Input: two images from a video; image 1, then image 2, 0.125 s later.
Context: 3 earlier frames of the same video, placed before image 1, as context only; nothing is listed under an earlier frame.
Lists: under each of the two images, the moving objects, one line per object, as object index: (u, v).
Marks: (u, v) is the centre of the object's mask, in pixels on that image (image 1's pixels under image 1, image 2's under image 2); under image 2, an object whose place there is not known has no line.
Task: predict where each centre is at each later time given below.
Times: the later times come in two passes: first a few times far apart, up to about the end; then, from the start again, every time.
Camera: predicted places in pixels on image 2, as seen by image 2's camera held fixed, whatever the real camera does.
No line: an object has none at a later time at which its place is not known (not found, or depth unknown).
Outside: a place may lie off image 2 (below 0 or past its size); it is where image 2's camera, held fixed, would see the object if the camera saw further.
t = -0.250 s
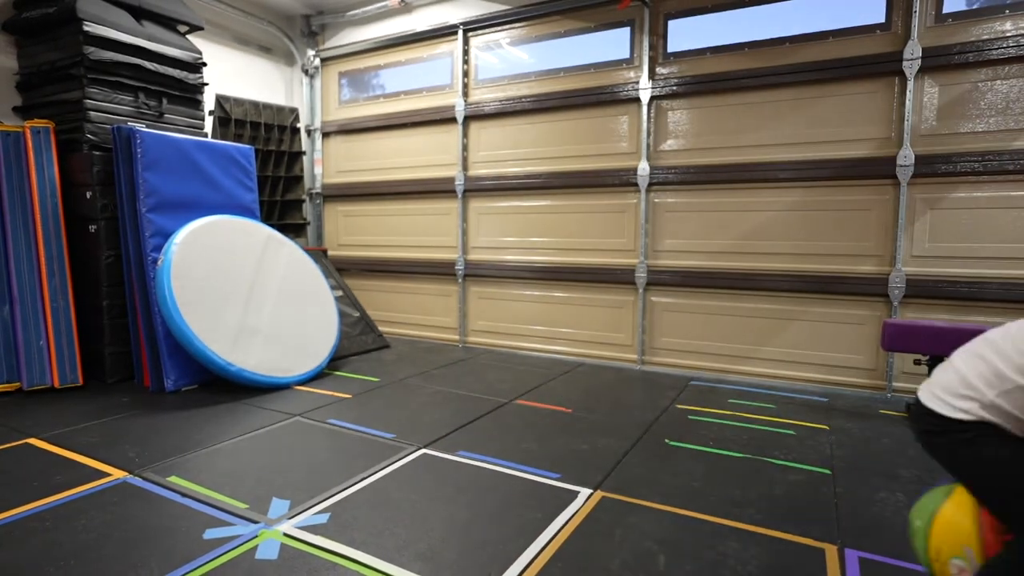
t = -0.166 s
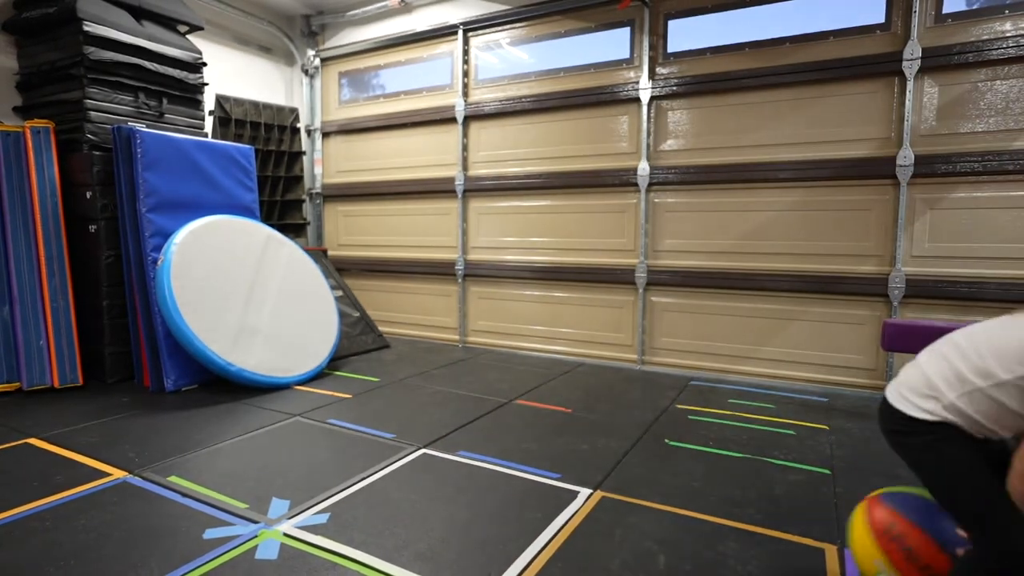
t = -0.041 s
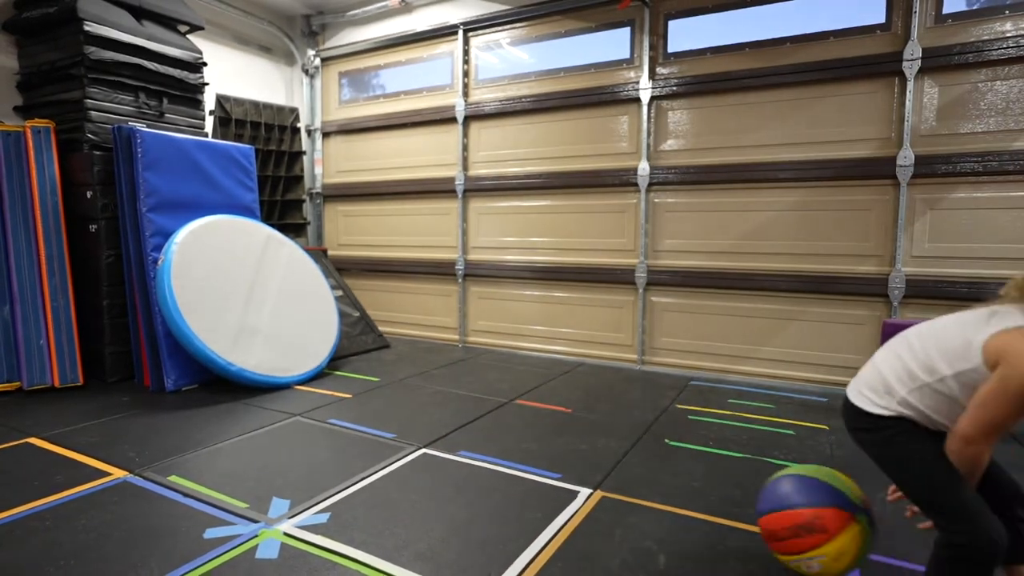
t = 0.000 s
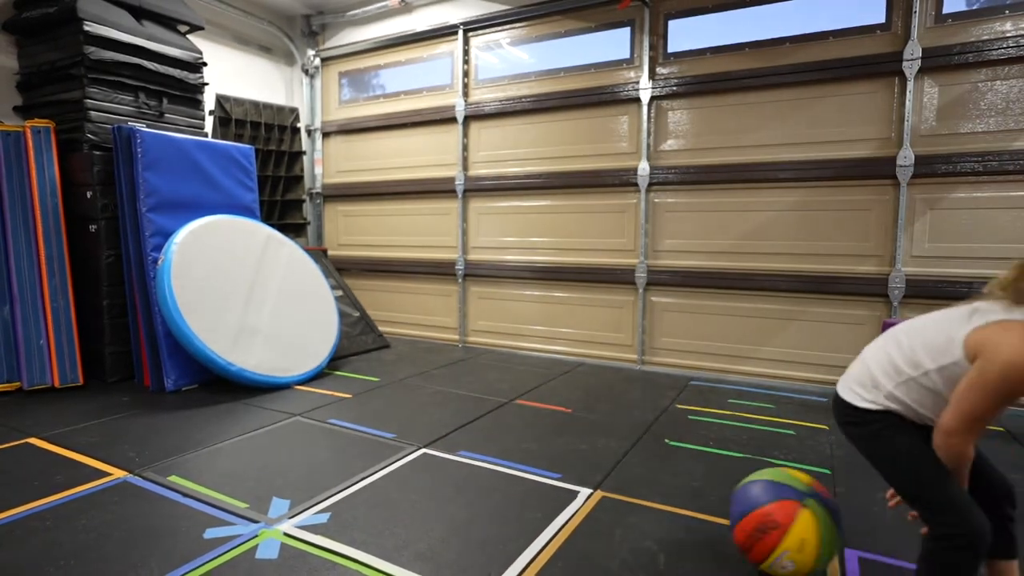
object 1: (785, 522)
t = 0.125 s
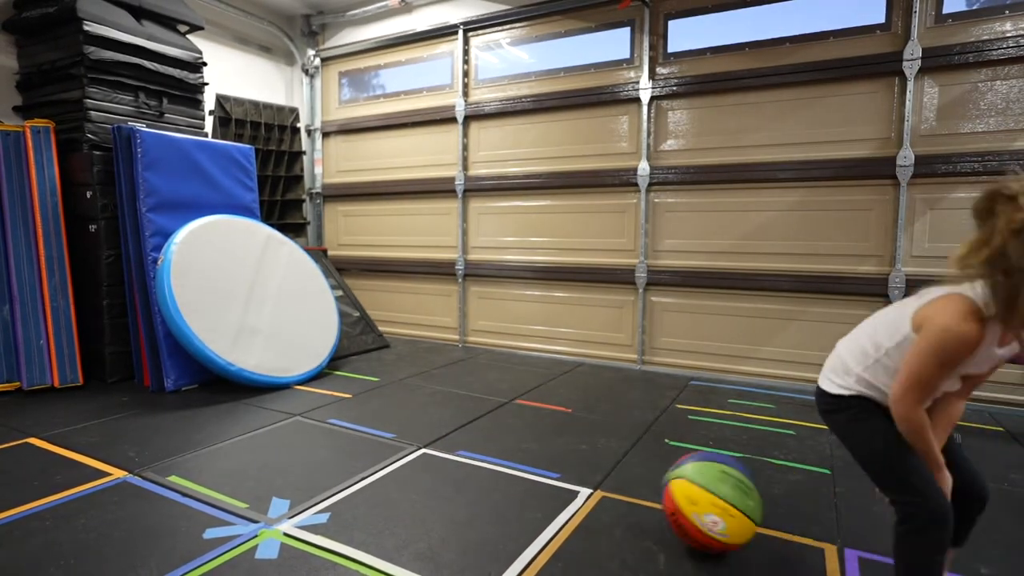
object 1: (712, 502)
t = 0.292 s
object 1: (627, 481)
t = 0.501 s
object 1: (537, 459)
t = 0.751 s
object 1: (452, 436)
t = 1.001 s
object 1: (385, 418)
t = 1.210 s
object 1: (337, 406)
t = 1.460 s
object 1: (289, 393)
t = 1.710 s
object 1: (247, 384)
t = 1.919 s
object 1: (218, 382)
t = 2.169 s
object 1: (193, 387)
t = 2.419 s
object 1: (166, 395)
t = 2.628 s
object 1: (143, 401)
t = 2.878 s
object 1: (115, 410)
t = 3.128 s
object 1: (85, 418)
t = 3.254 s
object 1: (69, 423)
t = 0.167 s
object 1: (690, 496)
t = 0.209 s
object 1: (667, 489)
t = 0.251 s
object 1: (646, 488)
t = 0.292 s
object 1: (627, 481)
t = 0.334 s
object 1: (607, 478)
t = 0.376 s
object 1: (589, 472)
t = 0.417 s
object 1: (571, 468)
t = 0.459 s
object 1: (554, 464)
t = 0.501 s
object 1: (537, 459)
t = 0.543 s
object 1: (521, 455)
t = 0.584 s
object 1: (506, 451)
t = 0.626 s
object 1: (492, 447)
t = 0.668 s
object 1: (478, 443)
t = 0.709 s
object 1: (465, 439)
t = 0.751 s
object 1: (452, 436)
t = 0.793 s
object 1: (440, 433)
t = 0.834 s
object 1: (428, 430)
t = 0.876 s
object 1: (416, 427)
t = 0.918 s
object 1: (406, 424)
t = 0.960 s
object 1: (395, 421)
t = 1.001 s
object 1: (385, 418)
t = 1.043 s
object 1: (375, 416)
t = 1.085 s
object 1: (366, 413)
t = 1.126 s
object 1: (356, 410)
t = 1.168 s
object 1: (346, 408)
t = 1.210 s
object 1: (337, 406)
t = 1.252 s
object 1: (328, 403)
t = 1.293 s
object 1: (320, 401)
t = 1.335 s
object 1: (312, 399)
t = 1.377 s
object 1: (304, 398)
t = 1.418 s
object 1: (297, 396)
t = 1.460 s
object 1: (289, 393)
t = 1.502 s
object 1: (282, 392)
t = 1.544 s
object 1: (276, 390)
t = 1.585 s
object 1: (268, 389)
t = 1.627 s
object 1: (261, 387)
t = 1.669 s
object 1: (254, 386)
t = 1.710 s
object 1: (247, 384)
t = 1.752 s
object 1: (240, 383)
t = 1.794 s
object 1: (233, 383)
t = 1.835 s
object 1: (227, 381)
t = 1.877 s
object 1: (222, 381)
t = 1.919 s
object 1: (218, 382)
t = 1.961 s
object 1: (214, 383)
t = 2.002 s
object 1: (210, 384)
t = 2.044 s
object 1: (206, 385)
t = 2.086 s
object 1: (202, 386)
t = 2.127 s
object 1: (197, 387)
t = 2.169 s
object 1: (193, 387)
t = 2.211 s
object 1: (188, 388)
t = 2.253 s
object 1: (183, 390)
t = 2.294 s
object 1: (179, 391)
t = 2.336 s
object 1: (175, 392)
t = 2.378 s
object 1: (170, 394)
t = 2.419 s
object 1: (166, 395)
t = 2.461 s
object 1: (161, 396)
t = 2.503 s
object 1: (157, 397)
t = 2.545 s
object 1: (152, 399)
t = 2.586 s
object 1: (148, 399)
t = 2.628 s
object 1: (143, 401)
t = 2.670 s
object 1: (138, 402)
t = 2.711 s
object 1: (134, 404)
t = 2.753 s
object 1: (129, 405)
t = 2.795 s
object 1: (124, 407)
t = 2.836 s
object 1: (120, 408)
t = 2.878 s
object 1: (115, 410)
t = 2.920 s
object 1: (110, 410)
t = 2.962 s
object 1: (106, 412)
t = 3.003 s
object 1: (101, 413)
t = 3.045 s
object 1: (96, 415)
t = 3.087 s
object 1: (91, 417)
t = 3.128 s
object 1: (85, 418)
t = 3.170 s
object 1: (80, 420)
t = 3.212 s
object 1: (75, 421)
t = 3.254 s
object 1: (69, 423)
